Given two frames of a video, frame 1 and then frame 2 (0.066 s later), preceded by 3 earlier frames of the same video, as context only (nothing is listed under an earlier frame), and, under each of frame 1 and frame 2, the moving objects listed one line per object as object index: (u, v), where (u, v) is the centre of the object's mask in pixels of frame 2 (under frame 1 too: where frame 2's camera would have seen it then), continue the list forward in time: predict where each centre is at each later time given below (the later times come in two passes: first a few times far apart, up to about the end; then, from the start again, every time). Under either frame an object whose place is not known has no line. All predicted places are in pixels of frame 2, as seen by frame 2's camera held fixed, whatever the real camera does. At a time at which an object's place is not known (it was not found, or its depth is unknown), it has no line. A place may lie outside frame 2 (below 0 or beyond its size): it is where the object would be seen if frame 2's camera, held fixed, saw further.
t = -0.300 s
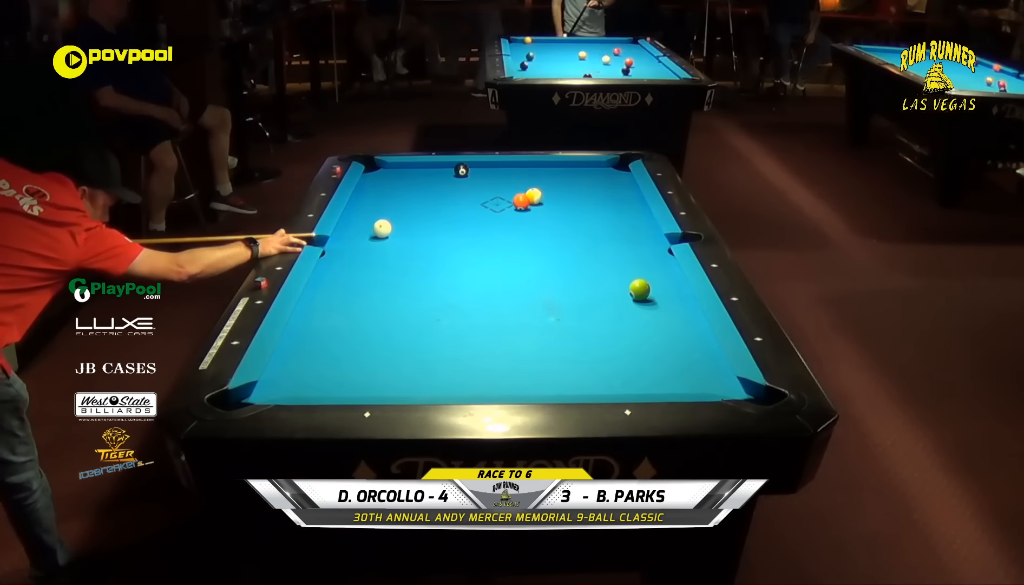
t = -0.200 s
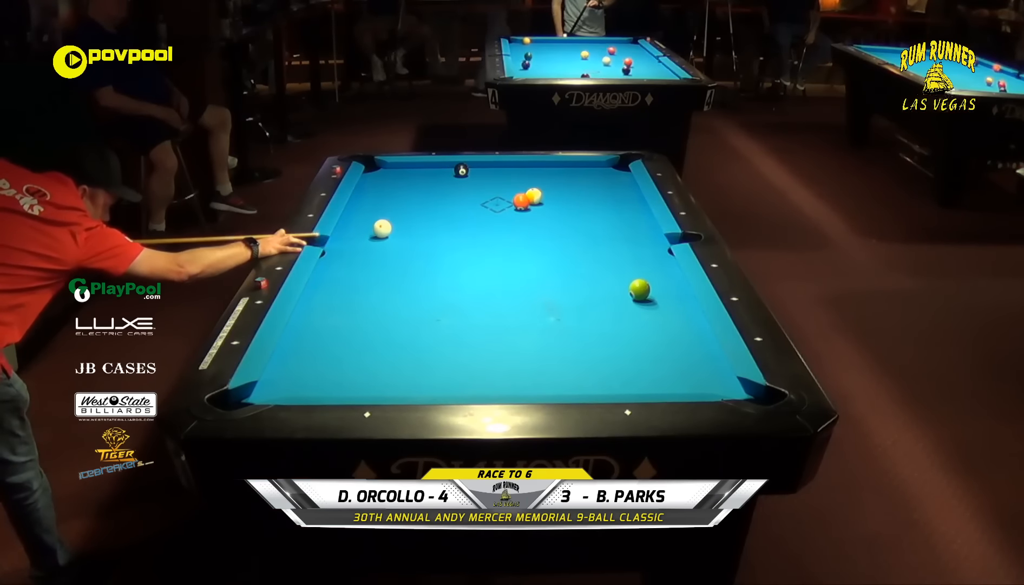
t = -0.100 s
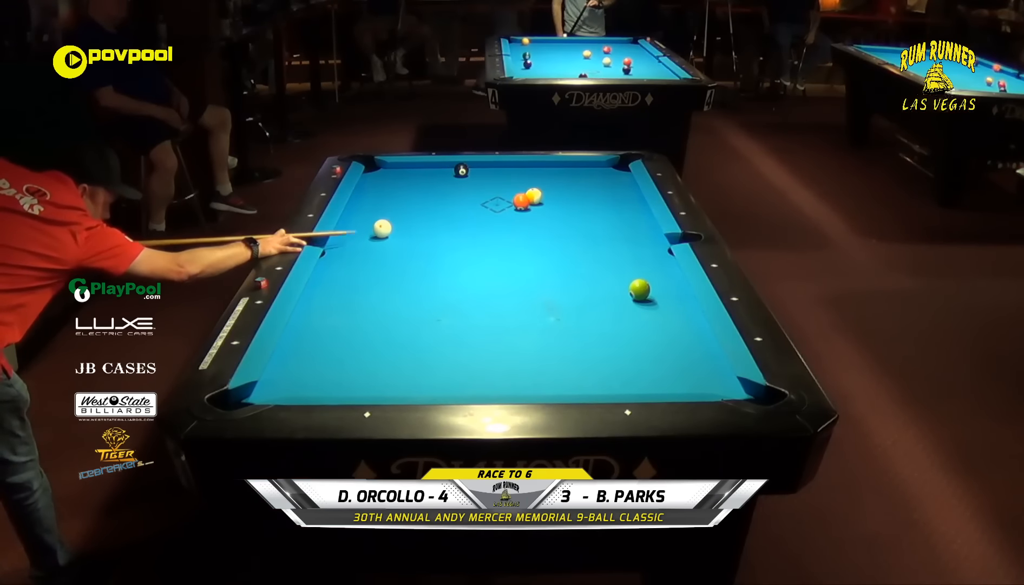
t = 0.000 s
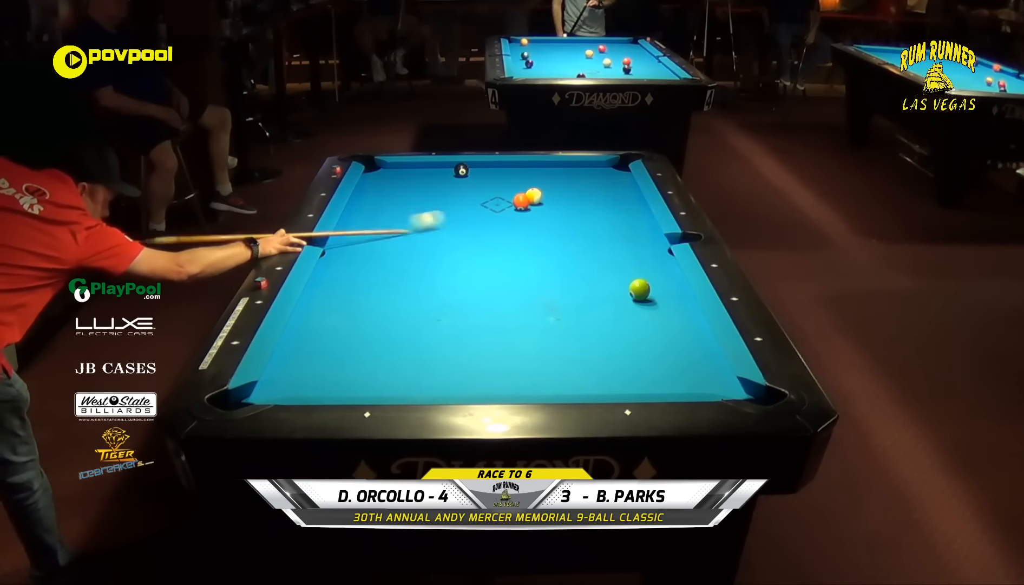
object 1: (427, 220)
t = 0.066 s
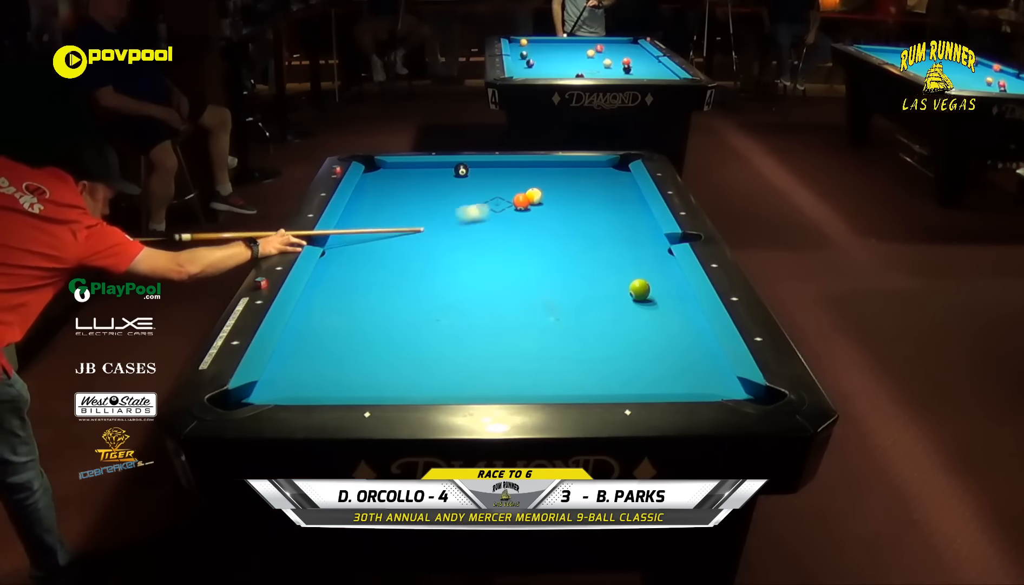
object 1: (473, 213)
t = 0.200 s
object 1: (543, 208)
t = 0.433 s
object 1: (630, 216)
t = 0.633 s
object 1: (616, 226)
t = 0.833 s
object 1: (582, 237)
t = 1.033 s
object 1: (547, 249)
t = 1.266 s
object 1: (503, 263)
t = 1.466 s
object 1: (464, 277)
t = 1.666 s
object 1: (423, 291)
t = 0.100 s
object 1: (494, 209)
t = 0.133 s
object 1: (512, 207)
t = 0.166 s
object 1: (530, 208)
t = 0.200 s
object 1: (543, 208)
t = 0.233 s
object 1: (556, 209)
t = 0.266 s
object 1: (569, 211)
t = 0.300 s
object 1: (581, 211)
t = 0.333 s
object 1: (593, 212)
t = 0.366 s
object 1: (606, 214)
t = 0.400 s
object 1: (618, 215)
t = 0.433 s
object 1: (630, 216)
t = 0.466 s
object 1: (642, 217)
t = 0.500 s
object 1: (642, 218)
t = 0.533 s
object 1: (634, 220)
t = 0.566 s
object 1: (627, 222)
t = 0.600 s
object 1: (621, 223)
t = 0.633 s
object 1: (616, 226)
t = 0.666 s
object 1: (610, 227)
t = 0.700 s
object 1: (605, 229)
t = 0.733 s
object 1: (599, 231)
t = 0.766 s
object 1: (594, 233)
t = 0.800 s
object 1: (588, 235)
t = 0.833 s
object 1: (582, 237)
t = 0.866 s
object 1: (577, 239)
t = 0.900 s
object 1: (571, 241)
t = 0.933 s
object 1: (565, 243)
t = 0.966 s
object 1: (559, 245)
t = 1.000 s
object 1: (553, 247)
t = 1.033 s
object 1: (547, 249)
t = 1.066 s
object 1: (541, 251)
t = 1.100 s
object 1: (535, 253)
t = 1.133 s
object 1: (529, 255)
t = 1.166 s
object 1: (523, 257)
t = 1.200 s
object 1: (517, 259)
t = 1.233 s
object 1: (510, 261)
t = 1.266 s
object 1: (503, 263)
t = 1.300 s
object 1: (497, 266)
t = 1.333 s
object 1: (491, 268)
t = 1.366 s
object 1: (484, 270)
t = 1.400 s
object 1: (478, 273)
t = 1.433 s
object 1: (471, 275)
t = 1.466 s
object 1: (464, 277)
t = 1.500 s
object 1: (458, 279)
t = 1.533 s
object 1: (451, 282)
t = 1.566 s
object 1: (444, 284)
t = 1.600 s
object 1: (437, 286)
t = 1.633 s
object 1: (430, 289)
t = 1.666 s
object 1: (423, 291)
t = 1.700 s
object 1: (416, 294)
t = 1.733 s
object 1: (409, 296)
